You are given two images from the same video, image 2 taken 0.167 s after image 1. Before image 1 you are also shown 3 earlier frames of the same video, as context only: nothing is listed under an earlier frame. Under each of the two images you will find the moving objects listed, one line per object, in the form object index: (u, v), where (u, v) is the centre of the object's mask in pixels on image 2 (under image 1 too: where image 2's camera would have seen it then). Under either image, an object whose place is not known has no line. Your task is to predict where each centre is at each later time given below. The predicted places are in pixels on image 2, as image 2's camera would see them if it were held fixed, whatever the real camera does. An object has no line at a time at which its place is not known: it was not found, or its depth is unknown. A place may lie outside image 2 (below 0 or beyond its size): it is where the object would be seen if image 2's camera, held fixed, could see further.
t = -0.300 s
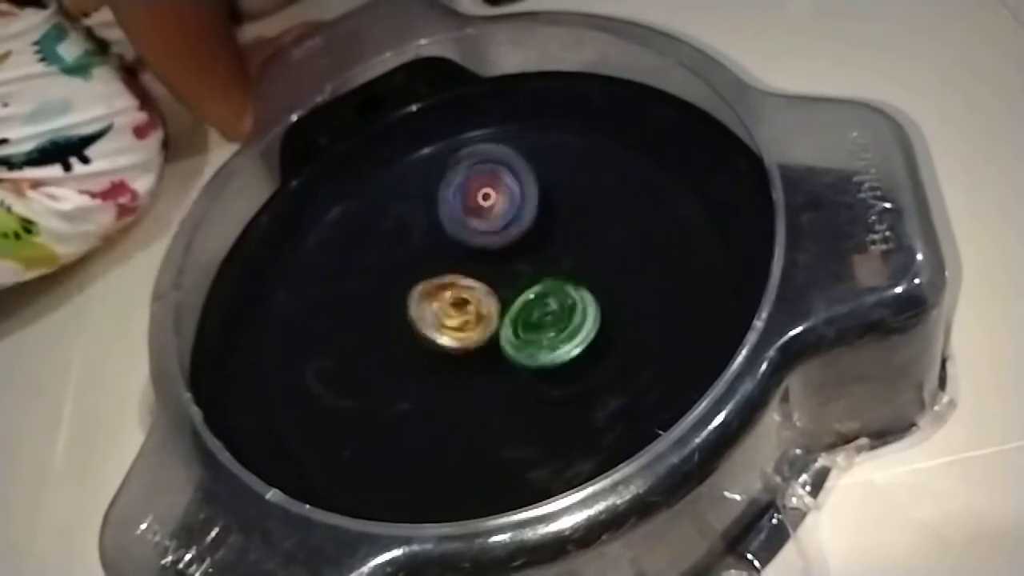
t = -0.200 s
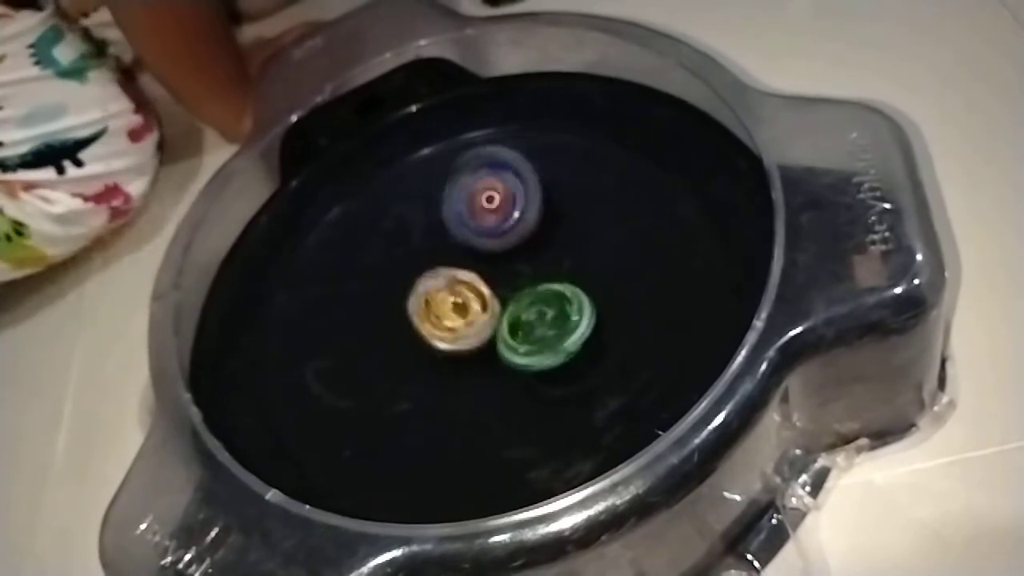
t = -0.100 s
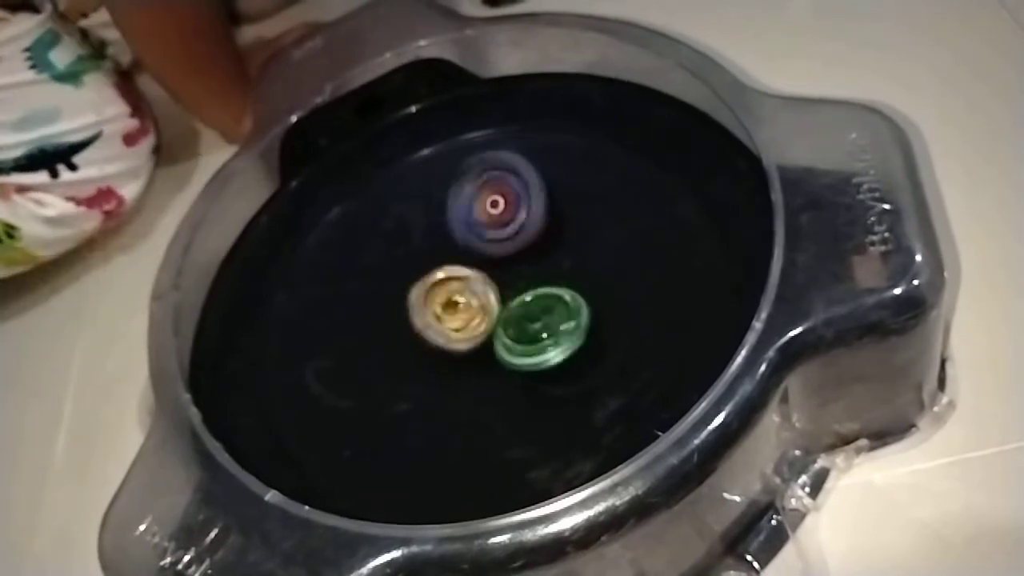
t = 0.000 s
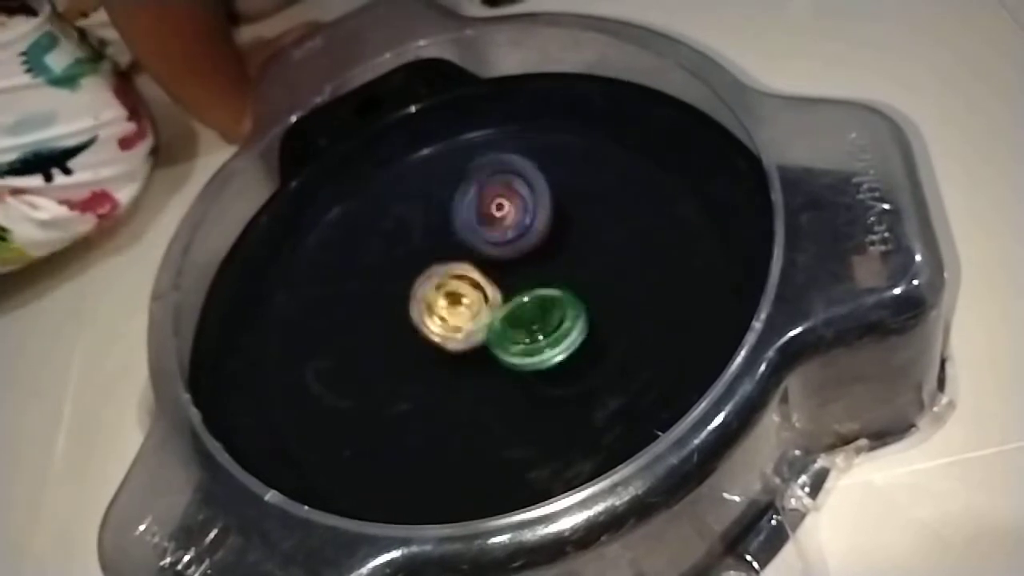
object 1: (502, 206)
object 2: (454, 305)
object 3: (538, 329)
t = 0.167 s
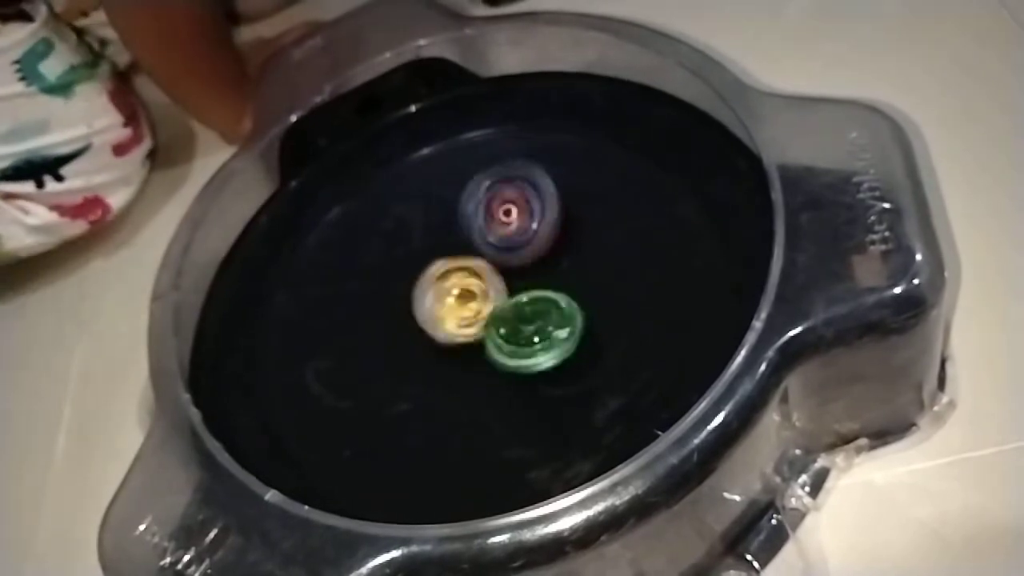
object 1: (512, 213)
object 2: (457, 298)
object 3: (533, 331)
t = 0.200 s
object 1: (514, 214)
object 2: (456, 296)
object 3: (533, 333)
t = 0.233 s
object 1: (516, 214)
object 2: (456, 296)
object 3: (533, 336)
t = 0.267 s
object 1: (517, 214)
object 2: (456, 295)
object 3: (532, 339)
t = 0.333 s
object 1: (522, 216)
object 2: (453, 293)
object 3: (529, 340)
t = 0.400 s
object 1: (525, 219)
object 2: (451, 290)
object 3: (529, 343)
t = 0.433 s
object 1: (527, 220)
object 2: (451, 289)
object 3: (527, 344)
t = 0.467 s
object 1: (528, 222)
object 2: (451, 286)
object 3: (526, 345)
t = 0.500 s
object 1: (531, 224)
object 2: (452, 286)
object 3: (526, 345)
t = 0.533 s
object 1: (534, 225)
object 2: (449, 286)
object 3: (525, 345)
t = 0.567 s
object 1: (538, 225)
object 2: (446, 287)
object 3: (524, 346)
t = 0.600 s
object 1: (542, 225)
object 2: (444, 287)
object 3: (522, 346)
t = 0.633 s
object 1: (545, 225)
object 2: (441, 289)
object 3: (523, 345)
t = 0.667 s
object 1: (547, 228)
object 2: (438, 290)
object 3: (524, 345)
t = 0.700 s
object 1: (551, 228)
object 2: (435, 291)
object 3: (523, 345)
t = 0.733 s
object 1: (553, 230)
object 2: (433, 291)
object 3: (521, 346)
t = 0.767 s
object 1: (555, 233)
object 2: (432, 291)
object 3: (520, 347)
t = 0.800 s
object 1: (557, 235)
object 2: (432, 291)
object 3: (519, 346)
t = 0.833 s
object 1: (558, 237)
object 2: (431, 291)
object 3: (518, 347)
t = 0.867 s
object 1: (560, 239)
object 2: (431, 291)
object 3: (515, 347)
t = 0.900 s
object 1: (560, 241)
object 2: (431, 291)
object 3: (513, 346)
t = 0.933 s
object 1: (562, 245)
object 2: (430, 291)
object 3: (514, 345)
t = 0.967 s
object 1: (563, 246)
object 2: (429, 291)
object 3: (514, 344)
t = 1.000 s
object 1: (563, 249)
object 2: (429, 290)
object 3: (512, 344)
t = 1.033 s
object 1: (565, 252)
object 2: (429, 289)
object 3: (510, 344)
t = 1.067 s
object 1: (567, 253)
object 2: (429, 289)
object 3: (509, 343)
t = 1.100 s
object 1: (567, 256)
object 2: (430, 289)
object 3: (509, 342)
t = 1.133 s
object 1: (569, 258)
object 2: (431, 288)
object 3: (506, 344)
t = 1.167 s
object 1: (570, 260)
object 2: (432, 289)
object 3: (499, 345)
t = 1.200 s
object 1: (573, 260)
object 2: (431, 289)
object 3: (495, 346)
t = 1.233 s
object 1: (577, 262)
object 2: (429, 290)
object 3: (493, 347)
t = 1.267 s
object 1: (577, 265)
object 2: (428, 290)
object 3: (490, 347)
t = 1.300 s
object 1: (579, 267)
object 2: (427, 289)
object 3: (486, 348)
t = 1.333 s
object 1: (580, 268)
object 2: (426, 289)
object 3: (482, 349)
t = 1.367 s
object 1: (581, 270)
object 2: (426, 289)
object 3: (480, 350)
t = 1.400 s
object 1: (582, 272)
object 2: (425, 289)
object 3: (478, 351)
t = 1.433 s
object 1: (582, 276)
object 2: (424, 288)
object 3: (475, 352)
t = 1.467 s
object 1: (582, 279)
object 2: (423, 288)
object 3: (472, 352)
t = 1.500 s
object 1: (582, 281)
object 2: (423, 287)
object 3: (472, 353)
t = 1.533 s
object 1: (583, 283)
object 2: (423, 286)
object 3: (471, 352)
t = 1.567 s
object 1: (583, 286)
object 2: (423, 285)
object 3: (471, 353)
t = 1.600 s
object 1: (583, 289)
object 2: (424, 284)
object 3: (468, 353)
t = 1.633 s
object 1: (583, 293)
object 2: (425, 282)
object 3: (466, 352)
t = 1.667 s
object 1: (583, 295)
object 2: (426, 279)
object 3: (466, 354)
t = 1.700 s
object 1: (583, 297)
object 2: (429, 277)
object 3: (466, 355)
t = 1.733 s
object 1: (583, 299)
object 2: (431, 275)
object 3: (464, 357)
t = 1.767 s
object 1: (583, 303)
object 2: (432, 274)
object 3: (462, 359)
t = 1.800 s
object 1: (580, 307)
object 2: (434, 272)
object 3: (462, 360)
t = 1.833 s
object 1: (581, 309)
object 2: (436, 271)
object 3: (462, 360)
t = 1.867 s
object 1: (580, 312)
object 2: (438, 270)
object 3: (463, 360)
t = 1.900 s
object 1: (580, 315)
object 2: (440, 269)
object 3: (462, 360)
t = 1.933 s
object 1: (578, 317)
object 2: (442, 269)
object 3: (461, 360)
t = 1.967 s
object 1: (577, 321)
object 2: (444, 269)
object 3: (459, 360)
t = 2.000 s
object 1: (578, 323)
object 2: (446, 268)
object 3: (459, 360)
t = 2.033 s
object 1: (577, 325)
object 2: (448, 267)
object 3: (459, 359)
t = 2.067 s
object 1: (575, 329)
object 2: (449, 267)
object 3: (458, 359)
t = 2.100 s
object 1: (574, 331)
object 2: (451, 266)
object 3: (456, 358)
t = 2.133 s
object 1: (572, 335)
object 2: (452, 265)
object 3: (455, 357)
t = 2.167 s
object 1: (572, 336)
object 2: (453, 263)
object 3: (455, 355)
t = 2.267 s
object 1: (570, 344)
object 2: (457, 260)
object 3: (452, 353)
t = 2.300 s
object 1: (569, 347)
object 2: (459, 260)
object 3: (450, 352)
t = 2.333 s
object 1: (568, 349)
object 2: (460, 259)
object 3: (449, 350)
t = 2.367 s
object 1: (567, 352)
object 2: (462, 258)
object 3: (449, 349)
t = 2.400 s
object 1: (567, 354)
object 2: (464, 258)
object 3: (449, 348)
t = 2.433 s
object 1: (563, 357)
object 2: (466, 259)
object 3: (449, 347)
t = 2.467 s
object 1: (562, 360)
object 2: (469, 259)
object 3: (448, 345)
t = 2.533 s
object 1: (559, 364)
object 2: (472, 261)
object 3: (448, 342)
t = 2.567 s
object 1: (559, 366)
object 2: (474, 261)
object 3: (448, 341)
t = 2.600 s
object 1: (556, 368)
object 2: (475, 263)
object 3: (448, 341)
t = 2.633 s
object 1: (554, 370)
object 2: (476, 264)
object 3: (447, 341)
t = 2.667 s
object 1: (553, 372)
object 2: (478, 264)
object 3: (446, 339)
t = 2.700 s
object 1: (551, 373)
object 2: (480, 265)
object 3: (446, 338)
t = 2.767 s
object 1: (547, 378)
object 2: (484, 263)
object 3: (447, 334)
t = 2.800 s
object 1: (546, 379)
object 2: (486, 263)
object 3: (446, 334)
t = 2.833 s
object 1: (543, 381)
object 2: (490, 264)
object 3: (445, 332)
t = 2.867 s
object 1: (542, 381)
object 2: (494, 265)
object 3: (443, 330)
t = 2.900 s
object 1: (541, 382)
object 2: (497, 267)
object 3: (443, 329)
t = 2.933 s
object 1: (538, 385)
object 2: (501, 268)
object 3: (444, 328)
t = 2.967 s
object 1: (538, 386)
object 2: (503, 269)
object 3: (445, 327)
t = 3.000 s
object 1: (533, 387)
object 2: (506, 272)
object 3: (444, 326)
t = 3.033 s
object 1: (533, 387)
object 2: (508, 274)
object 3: (444, 325)
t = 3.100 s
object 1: (528, 389)
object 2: (513, 277)
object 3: (447, 321)
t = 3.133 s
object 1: (526, 389)
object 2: (516, 279)
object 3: (448, 320)
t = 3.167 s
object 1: (523, 391)
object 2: (518, 281)
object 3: (449, 319)
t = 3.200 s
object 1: (523, 390)
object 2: (520, 283)
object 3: (449, 317)
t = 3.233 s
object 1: (520, 391)
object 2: (523, 285)
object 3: (448, 315)
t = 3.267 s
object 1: (519, 393)
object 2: (526, 287)
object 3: (448, 313)
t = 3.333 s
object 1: (513, 394)
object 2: (532, 291)
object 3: (449, 312)
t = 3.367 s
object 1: (512, 393)
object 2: (535, 293)
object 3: (449, 312)
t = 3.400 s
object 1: (509, 393)
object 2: (536, 296)
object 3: (449, 311)
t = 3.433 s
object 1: (507, 394)
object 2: (538, 298)
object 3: (449, 310)
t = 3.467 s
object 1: (505, 395)
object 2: (540, 301)
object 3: (449, 309)
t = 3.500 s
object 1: (501, 396)
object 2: (542, 304)
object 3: (449, 308)
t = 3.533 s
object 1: (499, 395)
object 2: (544, 306)
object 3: (450, 307)
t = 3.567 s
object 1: (497, 395)
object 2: (546, 309)
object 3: (449, 306)
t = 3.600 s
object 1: (496, 396)
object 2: (548, 310)
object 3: (450, 305)
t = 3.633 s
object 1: (492, 395)
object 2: (551, 312)
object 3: (450, 303)
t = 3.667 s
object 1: (490, 397)
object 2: (553, 314)
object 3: (452, 302)
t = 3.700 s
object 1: (488, 395)
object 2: (555, 317)
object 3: (454, 301)
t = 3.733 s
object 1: (486, 395)
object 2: (558, 319)
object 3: (457, 301)
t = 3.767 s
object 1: (485, 394)
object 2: (560, 321)
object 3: (458, 301)
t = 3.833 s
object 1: (480, 392)
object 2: (564, 324)
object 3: (461, 301)
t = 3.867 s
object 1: (478, 392)
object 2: (566, 326)
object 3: (462, 301)
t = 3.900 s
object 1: (476, 391)
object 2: (569, 328)
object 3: (463, 302)
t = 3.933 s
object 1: (473, 392)
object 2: (571, 329)
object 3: (465, 300)
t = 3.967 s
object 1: (470, 394)
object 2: (573, 330)
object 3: (466, 298)
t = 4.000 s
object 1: (467, 395)
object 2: (575, 331)
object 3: (467, 295)
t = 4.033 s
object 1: (464, 394)
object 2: (578, 332)
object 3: (468, 292)
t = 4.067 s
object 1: (462, 395)
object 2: (580, 333)
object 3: (470, 288)
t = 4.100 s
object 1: (459, 394)
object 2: (582, 333)
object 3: (472, 286)
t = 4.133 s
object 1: (457, 394)
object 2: (584, 334)
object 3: (474, 283)
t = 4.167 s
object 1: (454, 393)
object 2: (586, 334)
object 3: (477, 282)
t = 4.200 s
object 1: (453, 391)
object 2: (588, 334)
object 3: (480, 281)
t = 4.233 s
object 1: (452, 391)
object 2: (590, 334)
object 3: (482, 281)
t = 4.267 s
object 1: (449, 389)
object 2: (591, 334)
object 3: (484, 281)
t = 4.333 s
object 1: (445, 387)
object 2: (594, 334)
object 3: (488, 279)
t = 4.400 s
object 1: (442, 384)
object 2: (597, 333)
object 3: (492, 277)
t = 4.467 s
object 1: (437, 381)
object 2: (599, 333)
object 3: (495, 276)
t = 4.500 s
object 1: (435, 379)
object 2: (600, 333)
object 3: (496, 275)
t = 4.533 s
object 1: (434, 378)
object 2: (601, 333)
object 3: (499, 274)
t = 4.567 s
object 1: (433, 376)
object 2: (602, 333)
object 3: (501, 274)
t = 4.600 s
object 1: (431, 374)
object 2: (602, 333)
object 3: (503, 275)
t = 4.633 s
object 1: (428, 372)
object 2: (603, 333)
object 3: (505, 276)
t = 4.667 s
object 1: (428, 371)
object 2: (603, 333)
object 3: (506, 277)
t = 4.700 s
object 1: (425, 368)
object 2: (603, 332)
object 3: (507, 278)
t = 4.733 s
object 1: (424, 366)
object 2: (603, 332)
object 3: (508, 278)
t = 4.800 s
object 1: (421, 362)
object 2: (602, 332)
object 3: (511, 279)
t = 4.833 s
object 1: (419, 360)
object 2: (601, 333)
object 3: (513, 279)
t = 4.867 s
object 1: (418, 358)
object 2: (601, 333)
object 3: (514, 281)
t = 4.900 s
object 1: (417, 355)
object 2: (600, 333)
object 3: (515, 281)
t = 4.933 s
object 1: (416, 354)
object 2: (598, 333)
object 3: (516, 282)
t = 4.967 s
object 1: (415, 351)
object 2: (597, 332)
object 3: (516, 282)
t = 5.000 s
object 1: (412, 348)
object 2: (596, 332)
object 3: (517, 282)
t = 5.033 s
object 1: (412, 346)
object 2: (595, 332)
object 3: (518, 282)
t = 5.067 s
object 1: (409, 343)
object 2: (594, 333)
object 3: (518, 281)
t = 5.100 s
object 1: (410, 341)
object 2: (593, 334)
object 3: (518, 281)
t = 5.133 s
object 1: (408, 337)
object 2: (593, 334)
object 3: (518, 282)
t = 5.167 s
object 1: (409, 334)
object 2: (592, 333)
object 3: (517, 282)
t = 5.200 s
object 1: (407, 332)
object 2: (591, 333)
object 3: (516, 282)
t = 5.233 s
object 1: (406, 329)
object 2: (589, 333)
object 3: (515, 282)
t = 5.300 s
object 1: (405, 324)
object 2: (587, 332)
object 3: (517, 282)
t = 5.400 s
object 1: (405, 316)
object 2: (583, 331)
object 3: (516, 283)
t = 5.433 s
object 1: (404, 313)
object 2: (581, 330)
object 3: (515, 283)
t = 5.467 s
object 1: (405, 311)
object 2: (580, 331)
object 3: (514, 282)
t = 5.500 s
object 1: (403, 307)
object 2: (579, 331)
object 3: (512, 282)
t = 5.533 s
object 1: (403, 306)
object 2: (578, 332)
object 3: (511, 281)
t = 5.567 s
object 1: (403, 302)
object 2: (576, 332)
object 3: (510, 280)
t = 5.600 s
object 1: (403, 300)
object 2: (576, 331)
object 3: (509, 279)
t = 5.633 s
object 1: (404, 296)
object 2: (574, 331)
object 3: (508, 278)
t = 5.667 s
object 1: (404, 294)
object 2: (573, 330)
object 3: (507, 278)
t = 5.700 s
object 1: (405, 290)
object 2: (571, 330)
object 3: (507, 277)
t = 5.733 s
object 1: (404, 288)
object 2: (570, 329)
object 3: (506, 276)
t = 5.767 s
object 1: (405, 286)
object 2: (569, 328)
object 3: (505, 275)
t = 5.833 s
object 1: (406, 281)
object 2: (567, 328)
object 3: (503, 272)
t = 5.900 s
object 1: (406, 275)
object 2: (563, 327)
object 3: (500, 269)
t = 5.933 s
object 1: (406, 270)
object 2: (561, 327)
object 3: (499, 267)
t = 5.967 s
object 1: (407, 269)
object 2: (560, 327)
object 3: (498, 265)
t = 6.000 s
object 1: (406, 266)
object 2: (559, 327)
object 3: (500, 263)
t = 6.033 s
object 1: (407, 263)
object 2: (558, 326)
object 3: (500, 262)
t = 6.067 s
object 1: (407, 258)
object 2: (557, 325)
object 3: (501, 261)
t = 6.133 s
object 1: (408, 252)
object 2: (555, 323)
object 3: (503, 259)
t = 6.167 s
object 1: (408, 251)
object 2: (554, 323)
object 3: (502, 258)
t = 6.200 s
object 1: (409, 247)
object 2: (553, 322)
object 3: (501, 258)
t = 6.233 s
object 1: (410, 245)
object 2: (552, 321)
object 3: (501, 257)
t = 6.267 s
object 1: (412, 242)
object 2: (550, 321)
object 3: (502, 255)
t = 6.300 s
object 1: (412, 240)
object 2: (548, 322)
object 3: (502, 254)
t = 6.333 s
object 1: (413, 237)
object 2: (548, 322)
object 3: (503, 252)
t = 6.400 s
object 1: (415, 233)
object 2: (546, 322)
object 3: (503, 250)
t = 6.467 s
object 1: (418, 229)
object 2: (544, 321)
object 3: (504, 247)
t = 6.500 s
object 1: (420, 226)
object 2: (543, 320)
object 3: (505, 246)
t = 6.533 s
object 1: (421, 225)
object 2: (543, 320)
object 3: (505, 245)
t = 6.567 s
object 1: (423, 221)
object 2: (541, 320)
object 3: (507, 244)
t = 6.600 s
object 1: (424, 219)
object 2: (540, 320)
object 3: (508, 244)
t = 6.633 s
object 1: (426, 217)
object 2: (539, 320)
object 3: (510, 243)
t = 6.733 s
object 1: (430, 212)
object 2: (534, 318)
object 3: (516, 242)
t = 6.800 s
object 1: (434, 207)
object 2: (531, 318)
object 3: (518, 241)
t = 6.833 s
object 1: (436, 205)
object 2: (530, 317)
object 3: (519, 240)
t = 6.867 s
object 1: (437, 204)
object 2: (529, 317)
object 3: (520, 240)
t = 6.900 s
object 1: (439, 201)
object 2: (527, 317)
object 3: (521, 240)
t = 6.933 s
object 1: (440, 199)
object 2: (526, 317)
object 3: (522, 239)
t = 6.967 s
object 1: (442, 198)
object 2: (525, 317)
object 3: (522, 240)
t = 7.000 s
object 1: (443, 196)
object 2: (524, 317)
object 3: (522, 239)
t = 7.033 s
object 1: (446, 196)
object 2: (524, 316)
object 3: (522, 239)
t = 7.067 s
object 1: (447, 193)
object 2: (524, 316)
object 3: (522, 239)
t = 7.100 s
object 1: (450, 193)
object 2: (524, 316)
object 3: (522, 239)
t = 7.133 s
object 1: (450, 191)
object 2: (523, 316)
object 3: (522, 239)
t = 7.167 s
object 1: (453, 190)
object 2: (523, 316)
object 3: (521, 240)
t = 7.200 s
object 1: (453, 189)
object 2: (523, 316)
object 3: (521, 240)
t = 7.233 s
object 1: (456, 188)
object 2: (523, 317)
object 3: (521, 241)
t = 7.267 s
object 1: (457, 184)
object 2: (524, 318)
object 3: (521, 242)
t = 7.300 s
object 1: (461, 184)
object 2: (525, 318)
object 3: (521, 243)
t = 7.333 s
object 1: (462, 181)
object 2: (526, 319)
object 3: (520, 245)
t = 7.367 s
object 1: (466, 179)
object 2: (527, 320)
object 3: (519, 246)
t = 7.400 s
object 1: (466, 179)
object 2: (528, 320)
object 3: (518, 247)
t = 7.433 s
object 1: (468, 178)
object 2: (529, 320)
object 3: (516, 248)
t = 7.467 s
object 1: (471, 176)
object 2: (530, 320)
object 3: (514, 248)
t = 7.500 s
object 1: (474, 175)
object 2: (530, 319)
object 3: (512, 249)
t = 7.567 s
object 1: (477, 174)
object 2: (531, 320)
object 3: (506, 250)
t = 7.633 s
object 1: (481, 173)
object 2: (532, 319)
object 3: (502, 252)
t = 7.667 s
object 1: (484, 173)
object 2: (533, 319)
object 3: (500, 253)
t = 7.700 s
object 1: (486, 172)
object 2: (534, 319)
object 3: (498, 254)
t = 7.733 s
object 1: (489, 173)
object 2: (534, 319)
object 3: (496, 254)
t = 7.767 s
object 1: (490, 173)
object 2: (534, 319)
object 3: (494, 255)
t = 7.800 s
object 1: (492, 173)
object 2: (535, 319)
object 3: (491, 256)
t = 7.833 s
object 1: (493, 174)
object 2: (535, 319)
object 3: (489, 256)
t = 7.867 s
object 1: (495, 173)
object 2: (535, 319)
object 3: (488, 257)
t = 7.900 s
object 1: (498, 174)
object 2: (535, 319)
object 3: (486, 257)
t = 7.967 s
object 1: (503, 176)
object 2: (534, 319)
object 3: (483, 258)
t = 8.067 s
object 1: (509, 177)
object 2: (534, 319)
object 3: (476, 263)
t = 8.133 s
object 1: (513, 178)
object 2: (533, 318)
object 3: (472, 264)
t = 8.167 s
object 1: (516, 180)
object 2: (532, 318)
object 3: (470, 265)
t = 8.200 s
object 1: (518, 181)
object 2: (532, 318)
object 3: (469, 266)
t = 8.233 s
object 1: (520, 182)
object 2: (531, 318)
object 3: (468, 266)
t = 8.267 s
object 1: (522, 182)
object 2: (531, 318)
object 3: (467, 266)
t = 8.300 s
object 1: (524, 183)
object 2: (530, 318)
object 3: (466, 266)
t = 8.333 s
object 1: (527, 184)
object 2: (529, 318)
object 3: (466, 265)
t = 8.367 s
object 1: (528, 186)
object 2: (529, 318)
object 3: (465, 265)
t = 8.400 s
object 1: (532, 188)
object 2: (528, 318)
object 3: (464, 265)
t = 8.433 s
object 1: (532, 190)
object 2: (527, 318)
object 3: (463, 265)
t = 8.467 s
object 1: (535, 192)
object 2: (526, 318)
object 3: (463, 264)
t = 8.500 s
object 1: (536, 193)
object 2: (524, 318)
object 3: (462, 264)
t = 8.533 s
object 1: (538, 195)
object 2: (524, 318)
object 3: (461, 264)
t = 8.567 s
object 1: (541, 196)
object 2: (523, 318)
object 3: (460, 264)
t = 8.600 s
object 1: (542, 199)
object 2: (522, 317)
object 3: (460, 263)
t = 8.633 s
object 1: (545, 202)
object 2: (521, 317)
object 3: (460, 263)
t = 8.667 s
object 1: (546, 204)
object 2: (521, 317)
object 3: (459, 262)
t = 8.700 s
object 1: (548, 206)
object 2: (521, 317)
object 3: (459, 262)
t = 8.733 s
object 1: (548, 208)
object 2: (521, 317)
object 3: (459, 262)
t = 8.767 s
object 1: (551, 210)
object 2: (520, 317)
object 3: (459, 263)
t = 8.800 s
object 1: (553, 213)
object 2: (520, 317)
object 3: (459, 262)
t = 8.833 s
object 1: (555, 214)
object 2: (520, 317)
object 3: (459, 262)
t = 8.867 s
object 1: (557, 218)
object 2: (520, 317)
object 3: (459, 262)
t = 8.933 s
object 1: (560, 223)
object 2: (521, 317)
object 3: (459, 262)
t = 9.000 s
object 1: (564, 228)
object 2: (521, 317)
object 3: (459, 262)
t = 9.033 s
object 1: (564, 232)
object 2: (521, 317)
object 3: (459, 262)
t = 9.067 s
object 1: (568, 233)
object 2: (521, 317)
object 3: (459, 262)
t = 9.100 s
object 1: (570, 238)
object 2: (517, 319)
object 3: (459, 262)
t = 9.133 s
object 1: (571, 241)
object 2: (515, 321)
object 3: (459, 262)
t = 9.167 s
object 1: (576, 242)
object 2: (512, 323)
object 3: (459, 262)
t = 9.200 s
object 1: (575, 245)
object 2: (510, 324)
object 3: (459, 262)
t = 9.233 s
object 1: (580, 246)
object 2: (508, 325)
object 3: (460, 262)
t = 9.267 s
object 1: (581, 250)
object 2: (507, 327)
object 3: (460, 262)
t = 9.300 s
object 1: (581, 253)
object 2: (505, 327)
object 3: (460, 262)
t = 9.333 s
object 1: (584, 257)
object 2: (504, 328)
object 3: (460, 262)
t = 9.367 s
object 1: (584, 261)
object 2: (503, 328)
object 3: (460, 261)
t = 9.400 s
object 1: (587, 263)
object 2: (502, 327)
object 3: (460, 261)
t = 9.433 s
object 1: (587, 267)
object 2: (501, 327)
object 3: (460, 261)
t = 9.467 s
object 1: (588, 270)
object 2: (501, 327)
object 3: (461, 261)
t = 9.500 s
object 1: (590, 273)
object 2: (501, 327)
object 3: (460, 261)
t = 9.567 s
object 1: (591, 281)
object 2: (501, 327)
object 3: (460, 261)
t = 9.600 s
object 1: (591, 286)
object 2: (501, 327)
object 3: (460, 261)
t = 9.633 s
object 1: (592, 288)
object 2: (501, 327)
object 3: (460, 261)
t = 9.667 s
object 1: (594, 292)
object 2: (501, 327)
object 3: (460, 261)
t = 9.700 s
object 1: (592, 298)
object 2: (500, 327)
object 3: (460, 261)
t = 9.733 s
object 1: (593, 301)
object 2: (499, 327)
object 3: (459, 260)
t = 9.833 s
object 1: (594, 315)
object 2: (497, 328)
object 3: (459, 259)
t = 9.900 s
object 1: (593, 322)
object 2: (496, 327)
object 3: (458, 259)
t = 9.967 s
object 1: (590, 331)
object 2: (496, 327)
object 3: (458, 259)
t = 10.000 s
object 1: (591, 334)
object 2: (496, 327)
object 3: (458, 259)
